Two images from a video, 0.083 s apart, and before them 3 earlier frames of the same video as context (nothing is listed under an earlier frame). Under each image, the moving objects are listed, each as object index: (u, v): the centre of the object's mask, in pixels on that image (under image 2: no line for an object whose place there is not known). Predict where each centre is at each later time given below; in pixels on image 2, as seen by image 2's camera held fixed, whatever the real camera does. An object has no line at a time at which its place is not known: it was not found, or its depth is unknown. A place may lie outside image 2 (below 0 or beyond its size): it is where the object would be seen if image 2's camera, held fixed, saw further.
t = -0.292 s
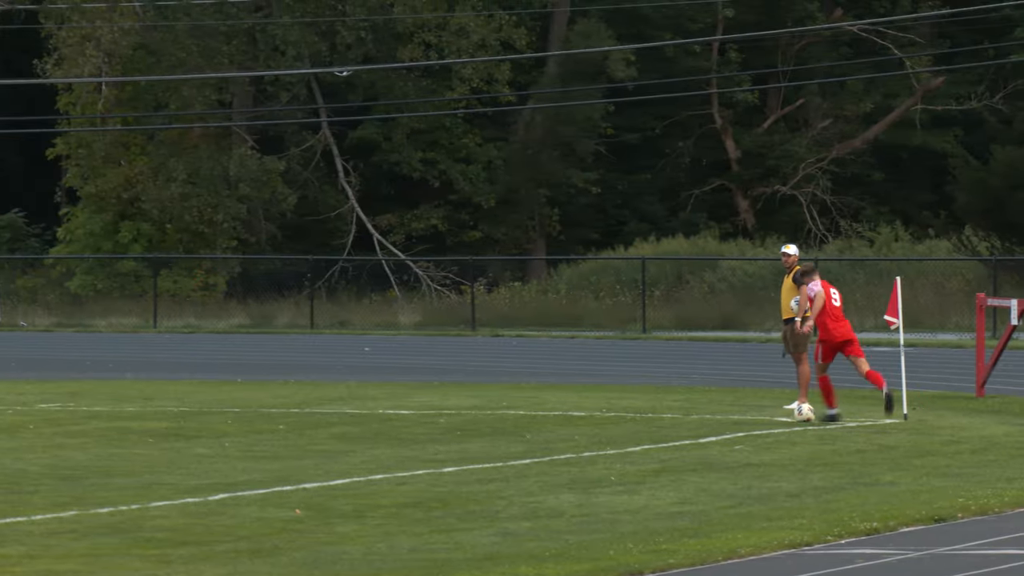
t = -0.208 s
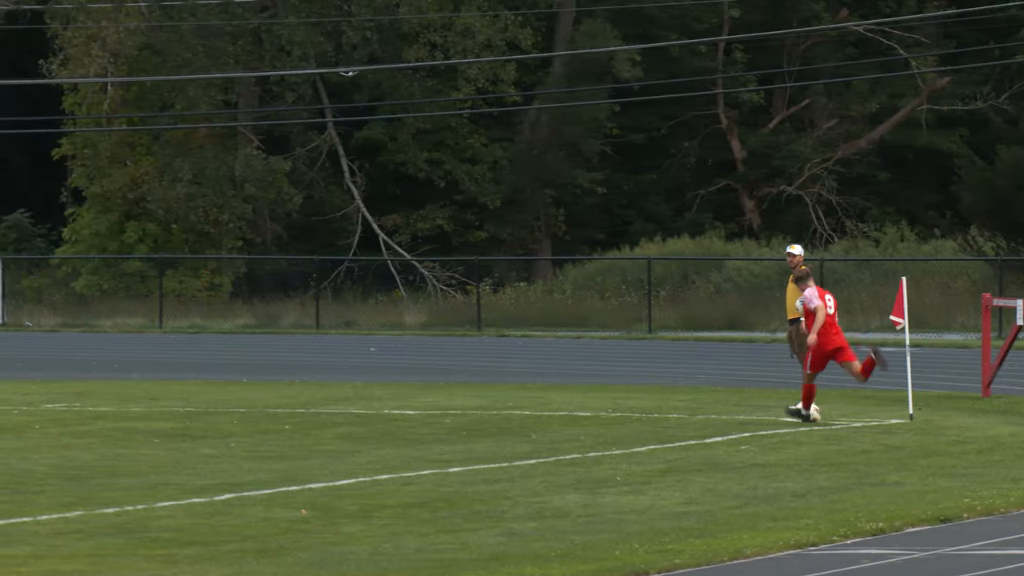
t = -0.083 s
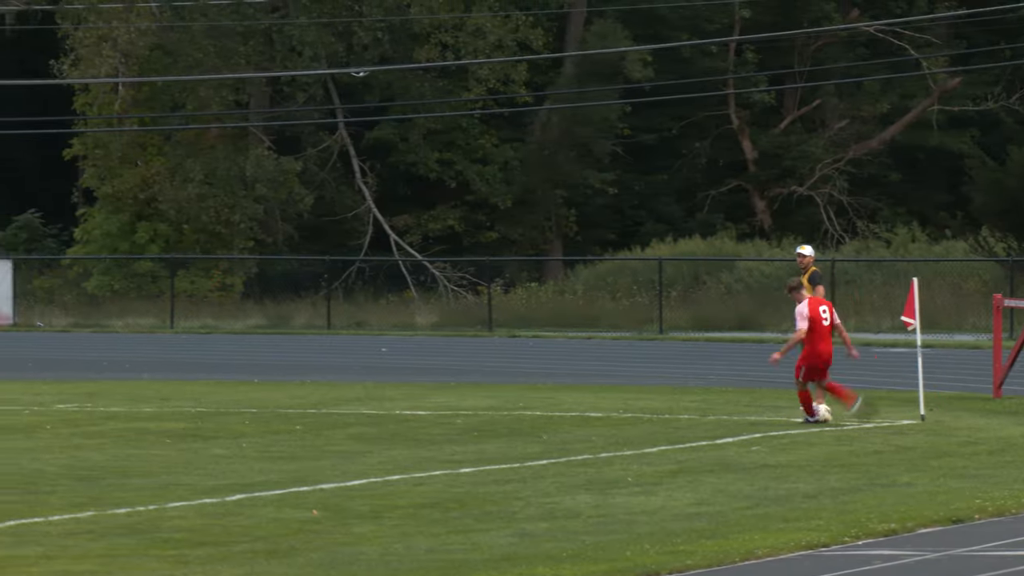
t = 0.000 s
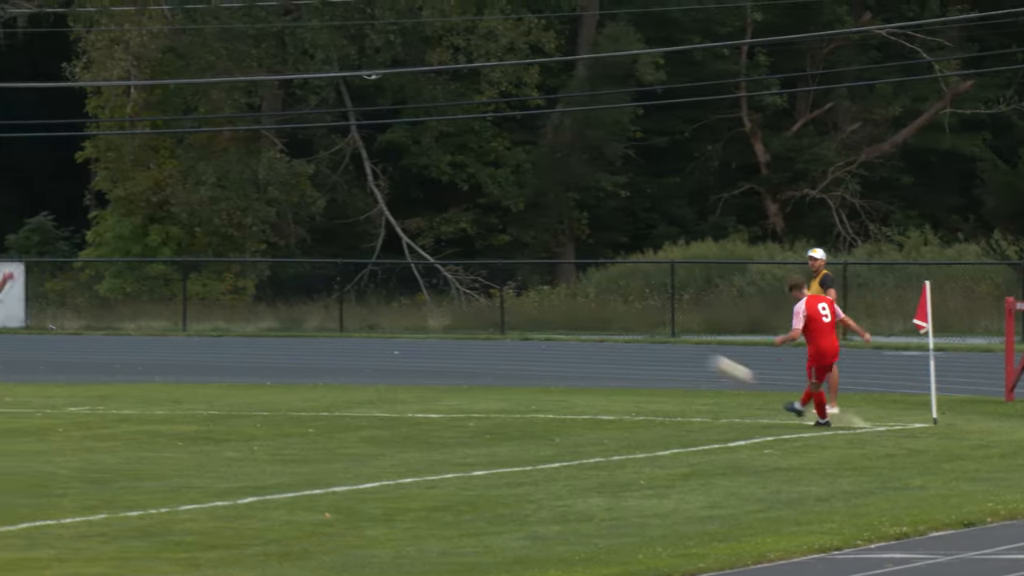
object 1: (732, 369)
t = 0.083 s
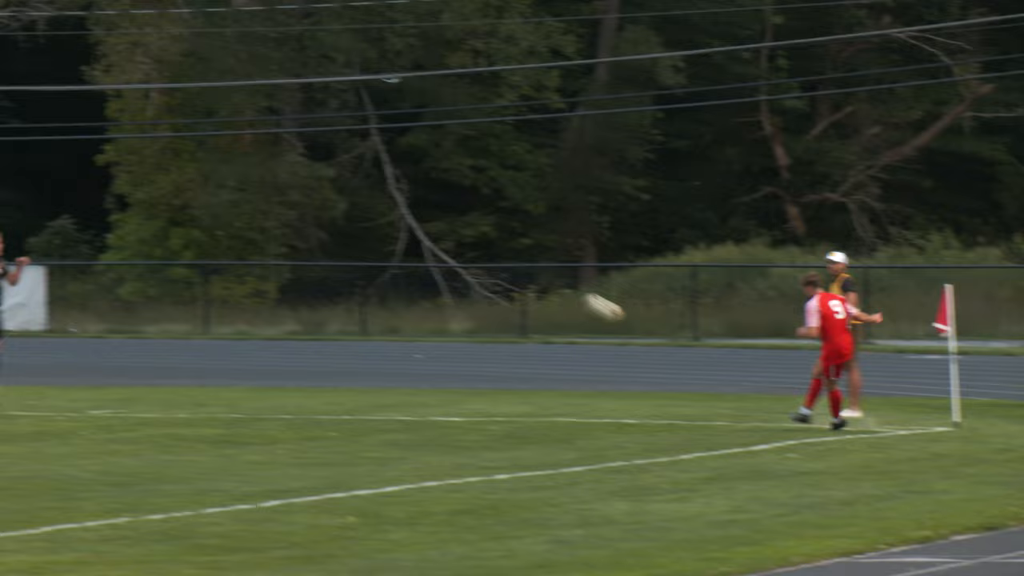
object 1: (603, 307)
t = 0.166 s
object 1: (461, 248)
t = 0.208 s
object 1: (411, 219)
